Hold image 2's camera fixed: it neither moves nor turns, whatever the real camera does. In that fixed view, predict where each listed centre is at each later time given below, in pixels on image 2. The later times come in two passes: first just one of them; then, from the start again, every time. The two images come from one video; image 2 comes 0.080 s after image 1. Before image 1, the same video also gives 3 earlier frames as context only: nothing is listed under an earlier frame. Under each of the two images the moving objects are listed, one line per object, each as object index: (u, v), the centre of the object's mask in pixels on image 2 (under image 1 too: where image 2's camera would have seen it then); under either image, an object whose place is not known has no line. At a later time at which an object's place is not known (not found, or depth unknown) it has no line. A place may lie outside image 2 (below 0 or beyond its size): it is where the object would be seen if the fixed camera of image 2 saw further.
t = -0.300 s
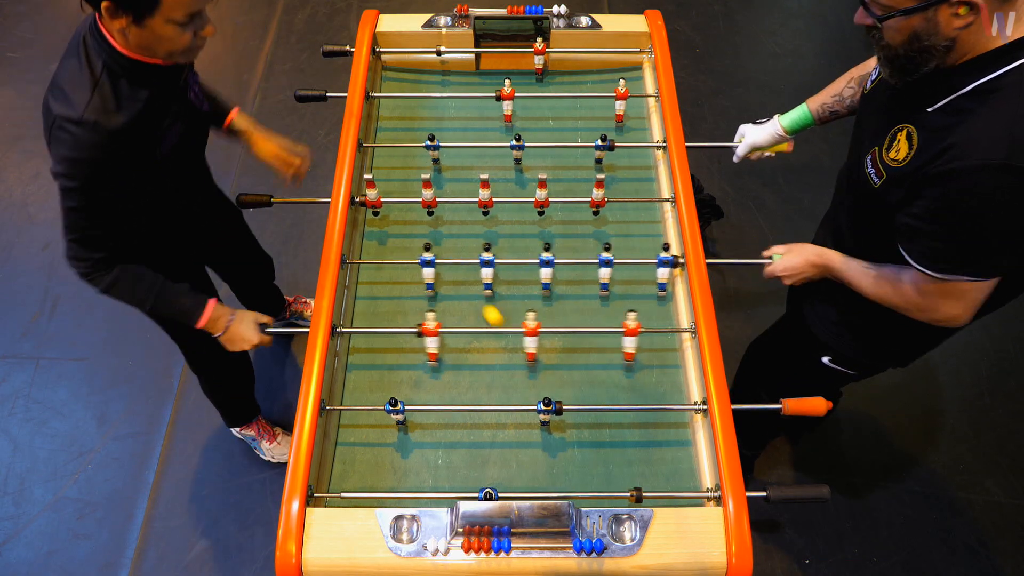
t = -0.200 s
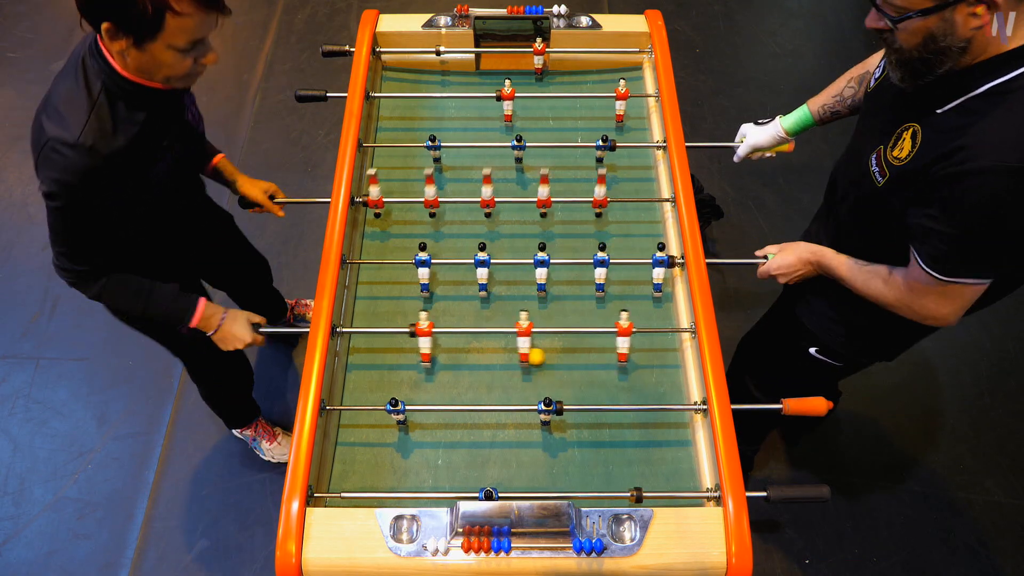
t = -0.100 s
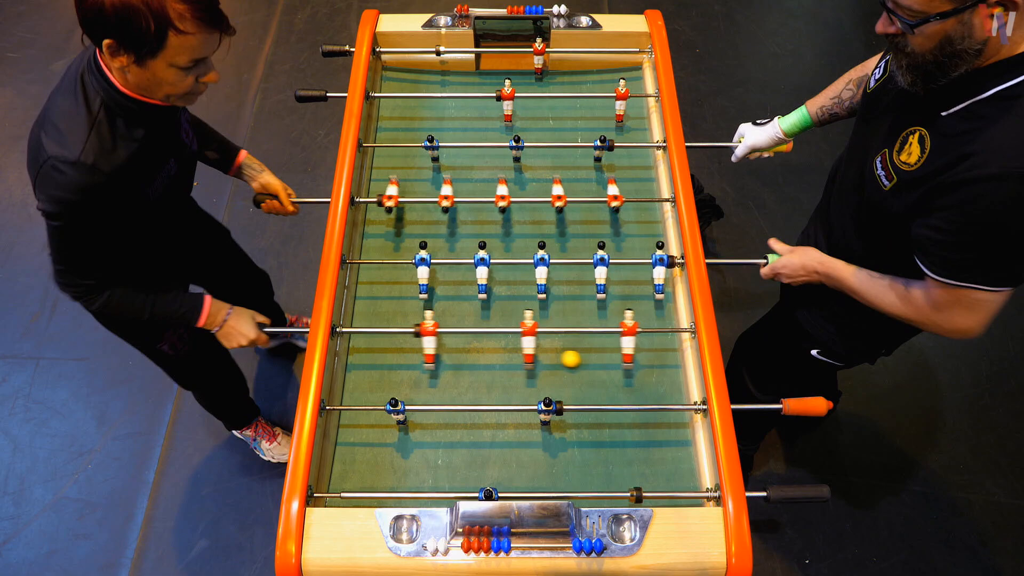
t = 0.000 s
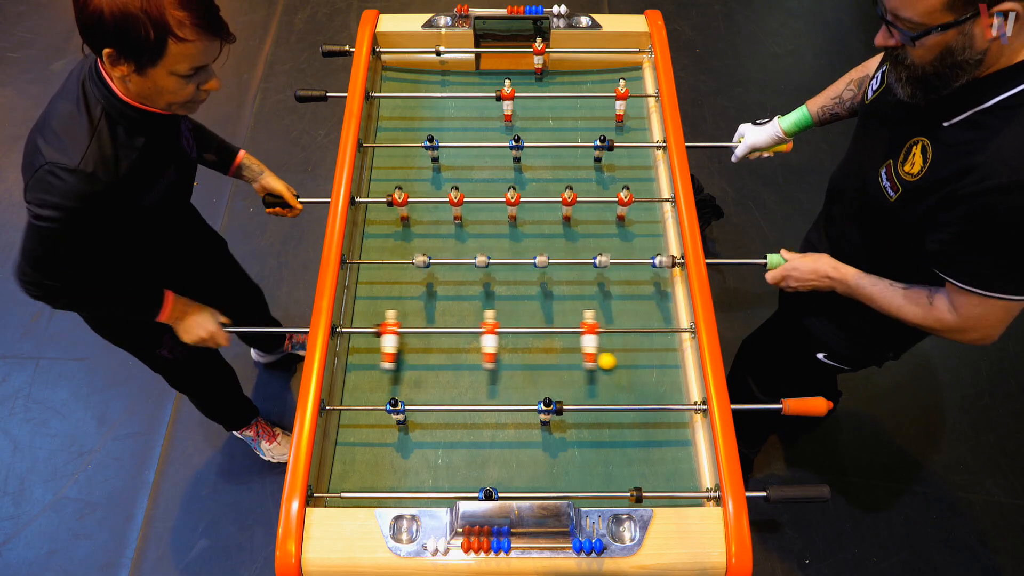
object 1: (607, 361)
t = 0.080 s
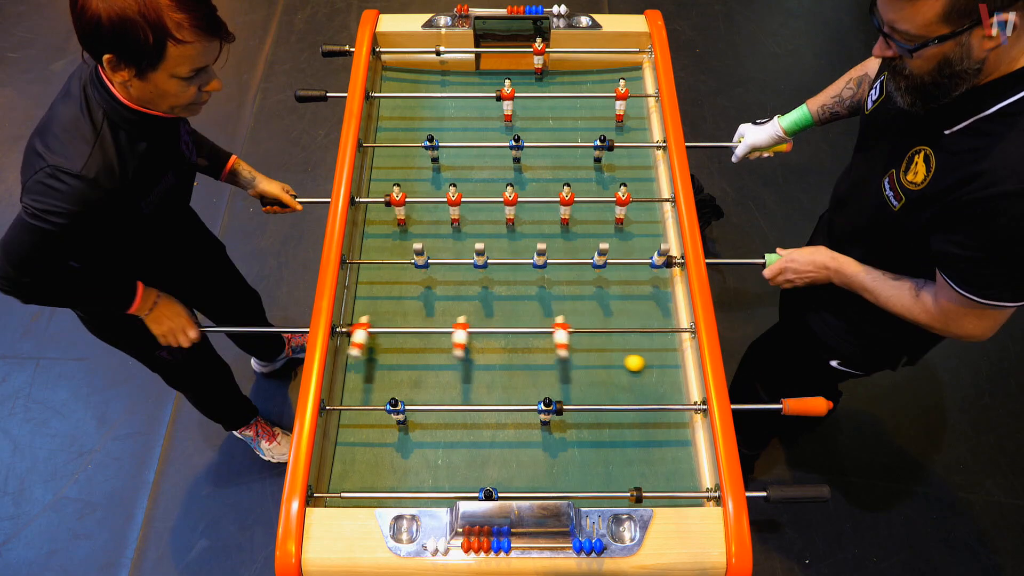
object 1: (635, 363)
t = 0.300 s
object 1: (660, 364)
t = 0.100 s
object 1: (642, 363)
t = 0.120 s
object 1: (649, 364)
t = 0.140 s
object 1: (655, 365)
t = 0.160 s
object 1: (662, 365)
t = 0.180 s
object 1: (669, 365)
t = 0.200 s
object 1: (673, 366)
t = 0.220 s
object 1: (670, 365)
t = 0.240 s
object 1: (666, 365)
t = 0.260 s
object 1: (663, 365)
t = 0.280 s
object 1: (661, 365)
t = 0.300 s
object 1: (660, 364)
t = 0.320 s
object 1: (658, 364)
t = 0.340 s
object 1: (656, 364)
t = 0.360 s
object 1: (654, 364)
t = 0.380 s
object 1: (653, 364)
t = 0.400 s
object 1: (651, 363)
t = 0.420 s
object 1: (650, 363)
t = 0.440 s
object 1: (648, 363)
